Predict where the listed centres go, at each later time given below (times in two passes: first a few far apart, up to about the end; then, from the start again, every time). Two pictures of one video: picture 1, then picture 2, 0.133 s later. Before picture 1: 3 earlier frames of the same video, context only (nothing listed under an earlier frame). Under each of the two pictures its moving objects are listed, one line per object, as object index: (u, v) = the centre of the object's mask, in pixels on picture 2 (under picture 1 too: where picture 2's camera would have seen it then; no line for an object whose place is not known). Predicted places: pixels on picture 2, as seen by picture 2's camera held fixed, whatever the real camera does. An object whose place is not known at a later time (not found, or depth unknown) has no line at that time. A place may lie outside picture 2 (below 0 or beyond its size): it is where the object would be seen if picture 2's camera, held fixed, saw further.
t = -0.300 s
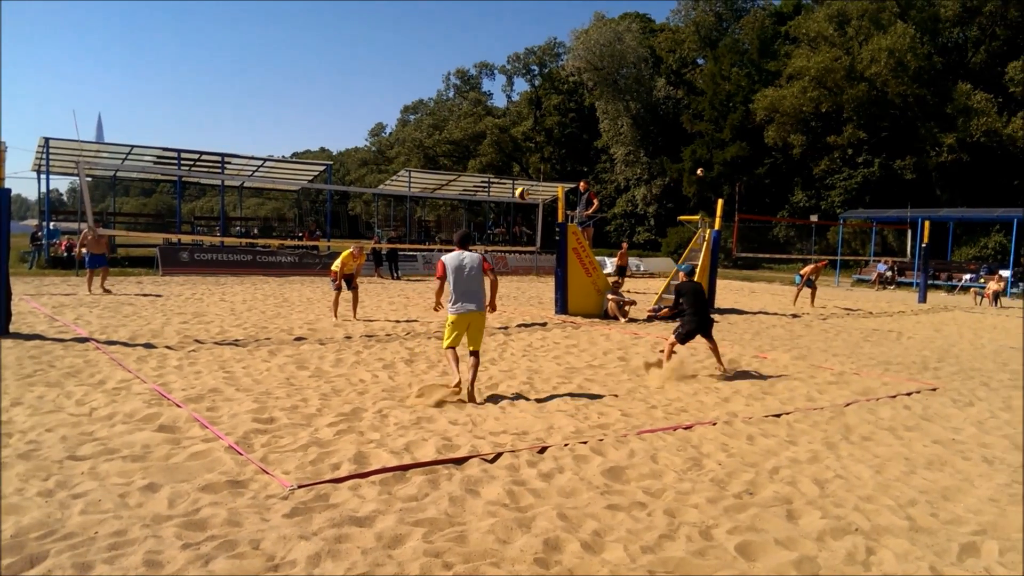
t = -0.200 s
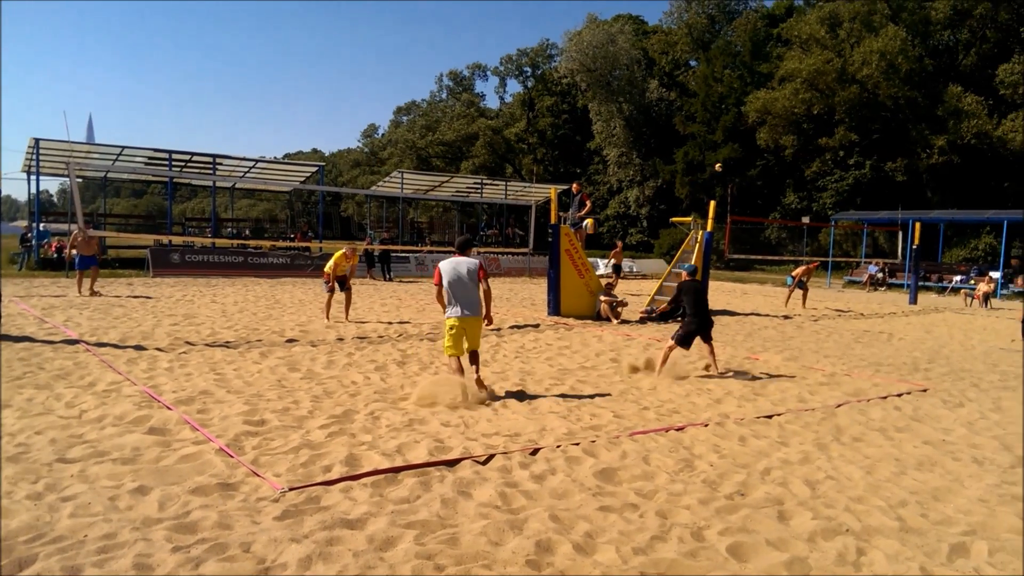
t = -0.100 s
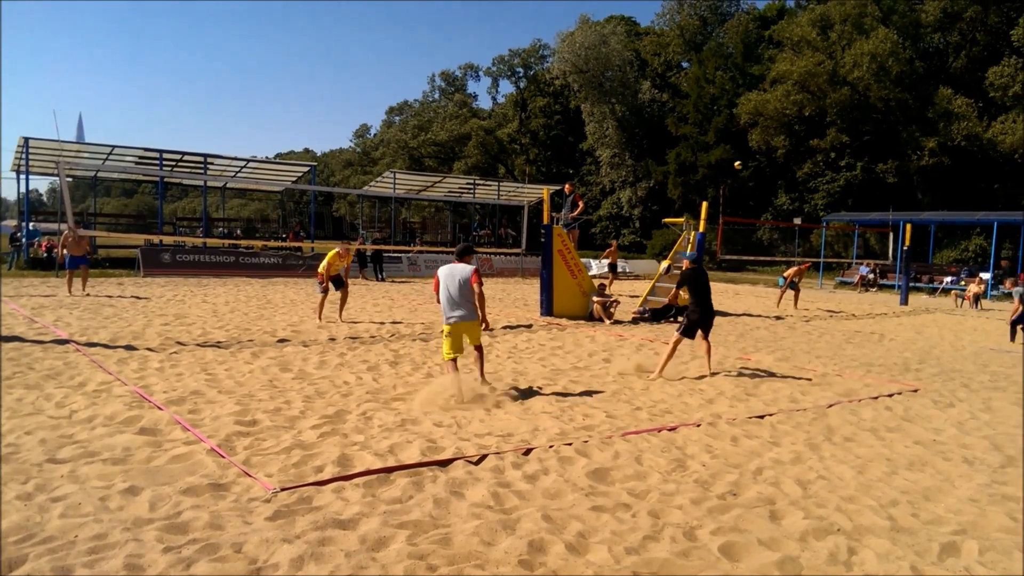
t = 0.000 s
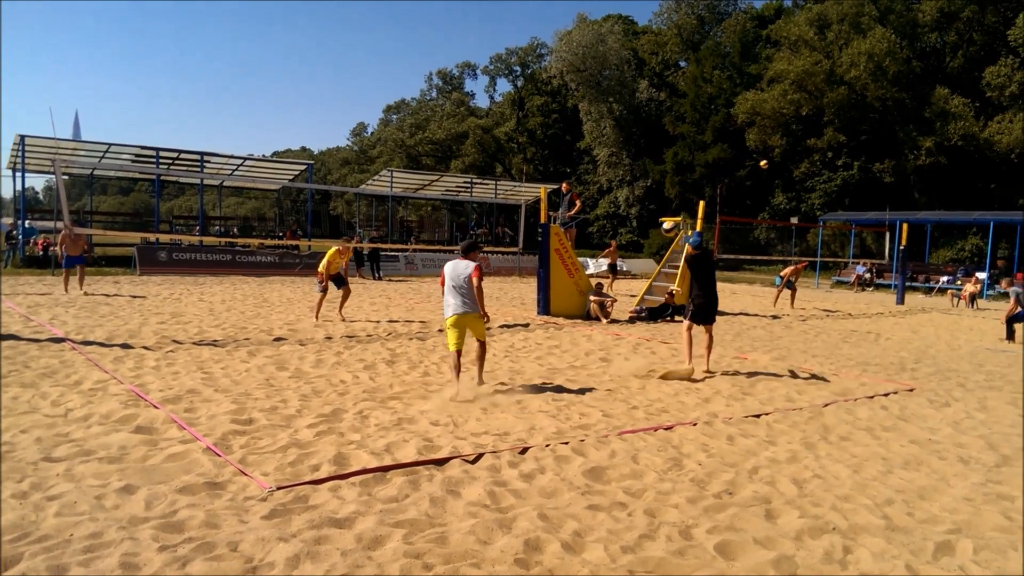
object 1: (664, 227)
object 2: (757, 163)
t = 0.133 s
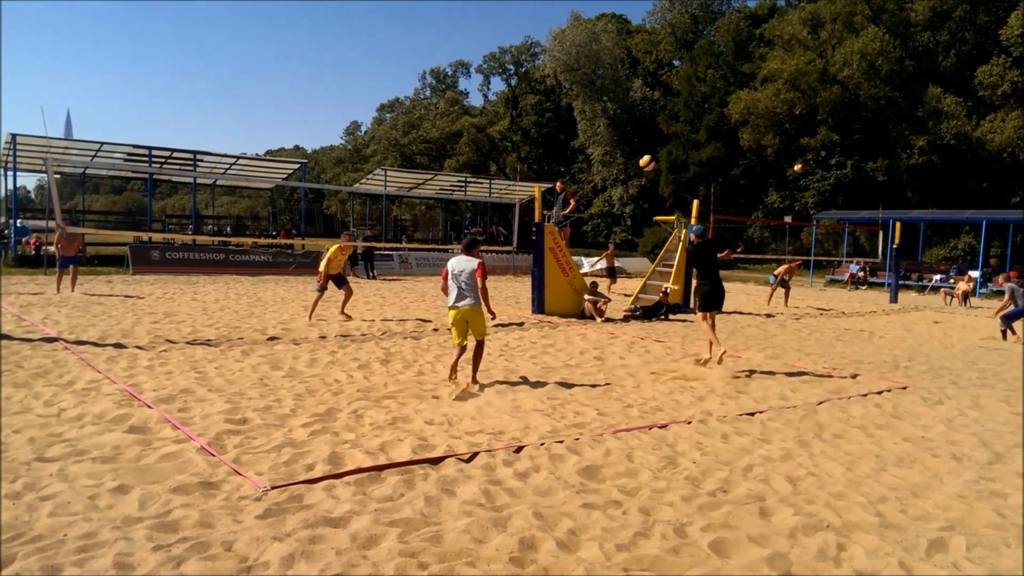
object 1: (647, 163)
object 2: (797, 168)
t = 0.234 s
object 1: (635, 123)
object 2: (830, 178)
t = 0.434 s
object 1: (613, 64)
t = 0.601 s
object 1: (594, 36)
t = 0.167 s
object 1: (643, 149)
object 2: (808, 171)
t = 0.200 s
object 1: (639, 135)
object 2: (819, 174)
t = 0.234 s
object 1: (635, 123)
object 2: (830, 178)
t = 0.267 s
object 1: (632, 111)
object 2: (841, 181)
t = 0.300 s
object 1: (628, 100)
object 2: (853, 186)
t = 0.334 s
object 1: (624, 90)
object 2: (864, 191)
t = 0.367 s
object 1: (621, 81)
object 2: (877, 197)
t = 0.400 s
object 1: (617, 72)
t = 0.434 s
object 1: (613, 64)
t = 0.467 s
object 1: (609, 58)
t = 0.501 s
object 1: (606, 51)
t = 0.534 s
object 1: (602, 45)
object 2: (939, 233)
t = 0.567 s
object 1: (598, 41)
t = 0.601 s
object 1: (594, 36)
